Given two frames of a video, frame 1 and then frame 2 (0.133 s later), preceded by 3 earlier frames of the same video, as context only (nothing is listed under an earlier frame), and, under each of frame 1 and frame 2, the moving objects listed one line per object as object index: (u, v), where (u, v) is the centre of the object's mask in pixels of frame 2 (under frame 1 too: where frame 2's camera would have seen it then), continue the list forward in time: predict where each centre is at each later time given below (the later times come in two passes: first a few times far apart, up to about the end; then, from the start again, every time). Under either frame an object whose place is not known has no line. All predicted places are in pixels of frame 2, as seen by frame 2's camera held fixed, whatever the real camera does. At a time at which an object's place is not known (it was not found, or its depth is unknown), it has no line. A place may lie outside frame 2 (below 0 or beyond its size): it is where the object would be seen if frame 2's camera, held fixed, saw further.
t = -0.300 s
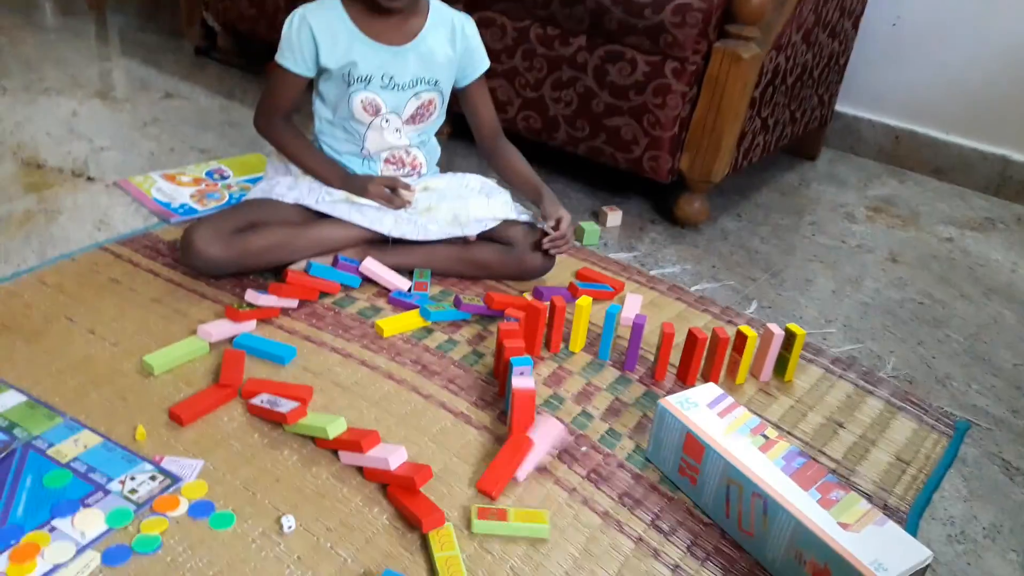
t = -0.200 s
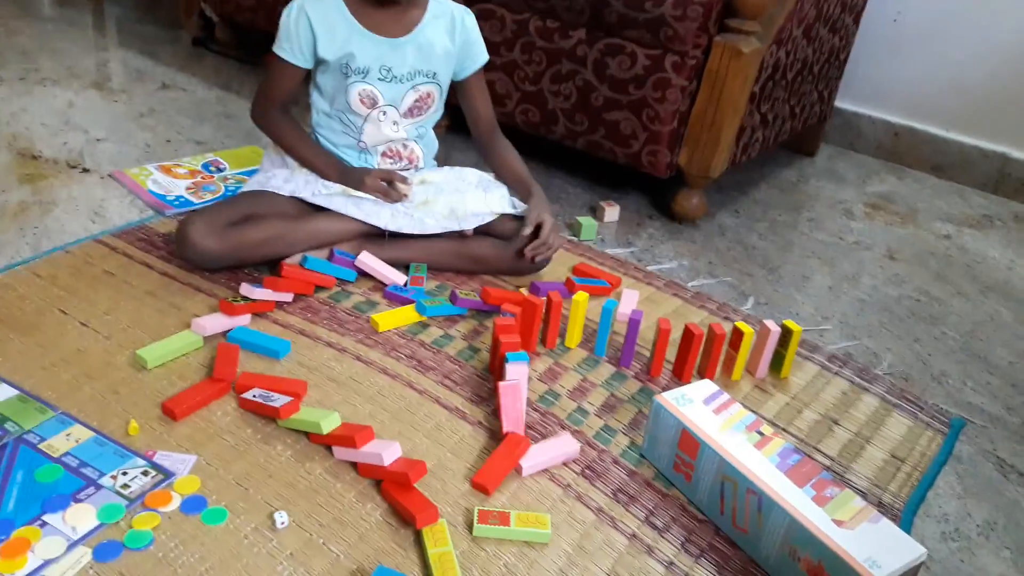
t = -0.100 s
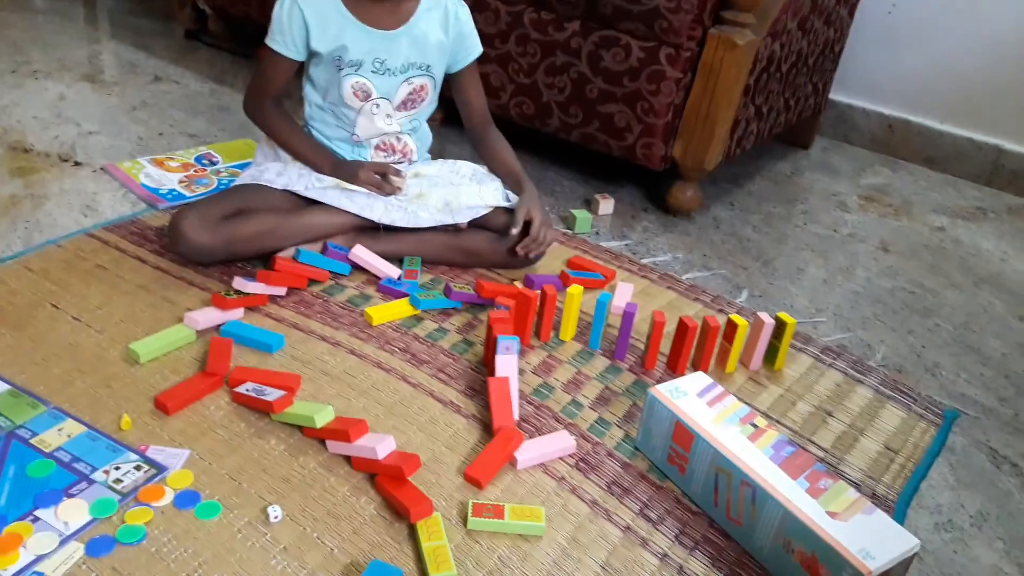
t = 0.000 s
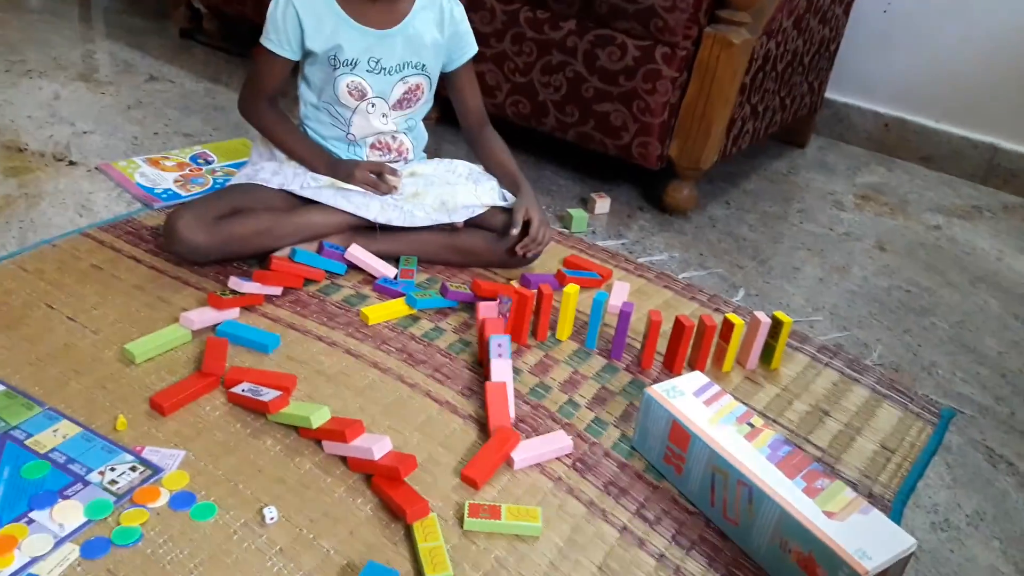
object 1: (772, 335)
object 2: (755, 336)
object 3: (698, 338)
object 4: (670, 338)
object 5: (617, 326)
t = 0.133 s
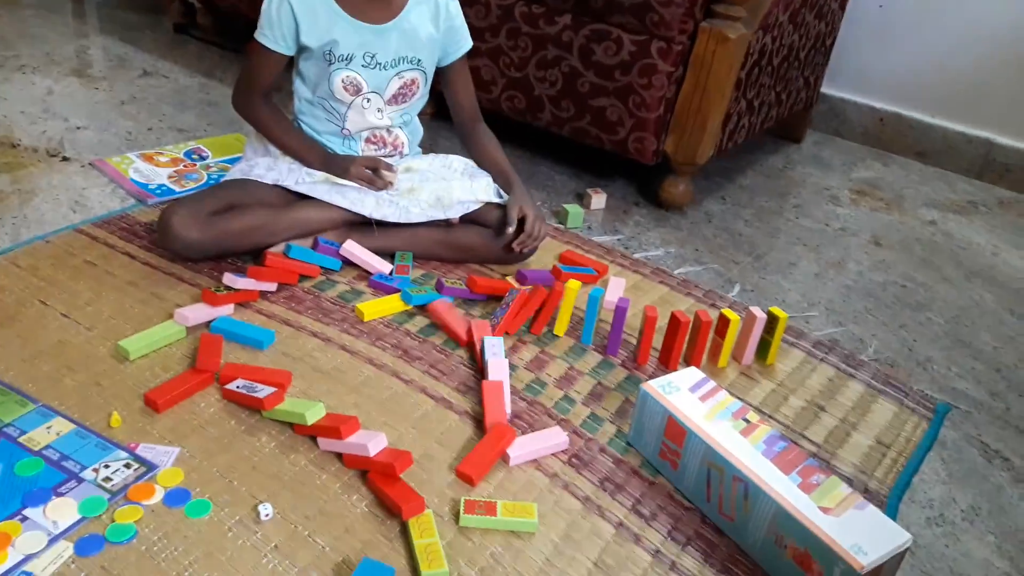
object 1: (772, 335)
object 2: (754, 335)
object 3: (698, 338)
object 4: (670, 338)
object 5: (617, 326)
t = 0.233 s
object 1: (772, 335)
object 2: (754, 335)
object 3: (698, 339)
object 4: (670, 338)
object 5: (619, 327)
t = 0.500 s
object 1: (782, 333)
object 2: (763, 335)
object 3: (728, 342)
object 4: (707, 340)
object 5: (636, 367)
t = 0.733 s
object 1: (826, 356)
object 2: (776, 346)
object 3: (729, 351)
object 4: (710, 349)
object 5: (634, 368)
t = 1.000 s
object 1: (827, 356)
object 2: (774, 348)
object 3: (722, 353)
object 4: (683, 362)
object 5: (634, 368)
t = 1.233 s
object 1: (827, 355)
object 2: (778, 346)
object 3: (727, 369)
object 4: (682, 361)
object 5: (632, 368)
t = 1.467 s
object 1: (827, 356)
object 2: (778, 345)
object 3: (726, 371)
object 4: (681, 362)
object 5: (633, 368)
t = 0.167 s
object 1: (772, 335)
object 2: (754, 335)
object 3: (698, 338)
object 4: (670, 338)
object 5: (617, 326)
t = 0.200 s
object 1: (772, 335)
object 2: (754, 336)
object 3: (698, 338)
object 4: (670, 337)
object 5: (617, 326)
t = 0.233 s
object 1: (772, 335)
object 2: (754, 335)
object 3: (698, 339)
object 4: (670, 338)
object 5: (619, 327)
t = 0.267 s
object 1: (772, 335)
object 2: (754, 335)
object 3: (698, 338)
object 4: (670, 338)
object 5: (624, 331)
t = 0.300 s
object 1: (772, 335)
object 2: (754, 335)
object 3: (698, 339)
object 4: (671, 339)
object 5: (628, 337)
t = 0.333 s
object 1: (772, 335)
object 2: (754, 336)
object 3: (699, 340)
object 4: (675, 341)
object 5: (642, 349)
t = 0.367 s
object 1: (772, 335)
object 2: (754, 335)
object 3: (703, 339)
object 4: (681, 339)
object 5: (633, 361)
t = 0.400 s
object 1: (772, 335)
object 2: (754, 336)
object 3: (710, 340)
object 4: (692, 333)
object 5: (634, 362)
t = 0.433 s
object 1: (772, 335)
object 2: (754, 335)
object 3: (715, 341)
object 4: (699, 335)
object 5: (635, 365)
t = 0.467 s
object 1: (774, 337)
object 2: (758, 334)
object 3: (723, 341)
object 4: (704, 336)
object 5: (635, 366)
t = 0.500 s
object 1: (782, 333)
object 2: (763, 335)
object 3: (728, 342)
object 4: (707, 340)
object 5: (636, 367)
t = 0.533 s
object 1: (791, 338)
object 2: (771, 336)
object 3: (731, 345)
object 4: (712, 341)
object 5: (635, 367)
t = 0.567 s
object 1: (799, 348)
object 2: (776, 339)
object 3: (734, 347)
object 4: (712, 342)
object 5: (635, 367)
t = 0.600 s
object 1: (807, 349)
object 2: (778, 340)
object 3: (734, 347)
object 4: (713, 342)
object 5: (635, 367)
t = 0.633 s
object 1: (814, 348)
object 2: (778, 341)
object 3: (728, 352)
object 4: (713, 344)
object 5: (634, 367)
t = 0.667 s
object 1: (821, 352)
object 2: (778, 342)
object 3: (729, 352)
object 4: (712, 345)
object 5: (634, 368)
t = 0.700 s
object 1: (825, 355)
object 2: (776, 345)
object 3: (729, 351)
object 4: (711, 347)
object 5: (634, 368)
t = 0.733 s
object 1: (826, 356)
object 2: (776, 346)
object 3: (729, 351)
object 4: (710, 349)
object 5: (634, 368)
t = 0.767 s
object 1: (827, 355)
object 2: (776, 347)
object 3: (730, 351)
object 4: (710, 351)
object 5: (634, 367)
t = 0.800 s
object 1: (827, 356)
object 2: (776, 347)
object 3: (729, 351)
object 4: (708, 355)
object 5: (634, 368)
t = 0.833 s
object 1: (827, 355)
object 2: (776, 347)
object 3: (733, 347)
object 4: (703, 358)
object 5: (634, 368)
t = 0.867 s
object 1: (827, 356)
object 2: (775, 347)
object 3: (731, 348)
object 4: (701, 360)
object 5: (634, 368)
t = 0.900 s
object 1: (827, 356)
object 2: (775, 347)
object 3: (716, 354)
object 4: (696, 361)
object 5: (634, 368)
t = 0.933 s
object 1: (827, 356)
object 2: (775, 348)
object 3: (715, 353)
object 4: (685, 361)
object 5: (634, 368)
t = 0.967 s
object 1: (827, 355)
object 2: (774, 348)
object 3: (718, 353)
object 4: (685, 362)
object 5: (634, 368)
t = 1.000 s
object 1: (827, 356)
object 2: (774, 348)
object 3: (722, 353)
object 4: (683, 362)
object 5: (634, 368)
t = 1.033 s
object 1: (827, 355)
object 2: (776, 347)
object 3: (722, 354)
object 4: (683, 362)
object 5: (633, 368)
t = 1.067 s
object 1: (827, 355)
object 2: (776, 347)
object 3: (721, 356)
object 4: (683, 361)
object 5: (633, 368)
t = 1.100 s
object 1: (827, 355)
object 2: (777, 346)
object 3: (722, 358)
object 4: (682, 361)
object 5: (633, 368)
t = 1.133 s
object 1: (827, 356)
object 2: (776, 347)
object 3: (722, 361)
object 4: (682, 361)
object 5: (633, 368)
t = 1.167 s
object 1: (827, 356)
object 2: (777, 346)
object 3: (724, 364)
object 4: (682, 361)
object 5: (633, 368)
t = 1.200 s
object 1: (827, 355)
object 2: (777, 346)
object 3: (725, 366)
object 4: (681, 361)
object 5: (633, 368)
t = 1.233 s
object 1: (827, 355)
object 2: (778, 346)
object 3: (727, 369)
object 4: (682, 361)
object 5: (632, 368)
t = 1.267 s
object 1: (827, 356)
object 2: (777, 346)
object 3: (727, 370)
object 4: (681, 361)
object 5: (633, 368)
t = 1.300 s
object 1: (827, 356)
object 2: (777, 346)
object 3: (727, 371)
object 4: (681, 361)
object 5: (633, 368)
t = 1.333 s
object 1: (827, 356)
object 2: (778, 345)
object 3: (726, 371)
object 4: (681, 361)
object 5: (633, 368)
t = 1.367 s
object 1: (828, 356)
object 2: (777, 346)
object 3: (727, 371)
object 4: (680, 361)
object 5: (632, 367)
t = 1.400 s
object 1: (827, 356)
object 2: (777, 346)
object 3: (727, 371)
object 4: (681, 362)
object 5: (633, 368)
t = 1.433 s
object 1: (827, 356)
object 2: (778, 345)
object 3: (726, 371)
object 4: (681, 362)
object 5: (633, 368)
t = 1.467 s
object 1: (827, 356)
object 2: (778, 345)
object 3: (726, 371)
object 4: (681, 362)
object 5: (633, 368)
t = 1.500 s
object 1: (827, 356)
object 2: (778, 345)
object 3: (726, 371)
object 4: (681, 362)
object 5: (633, 369)
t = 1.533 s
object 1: (827, 356)
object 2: (778, 345)
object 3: (726, 371)
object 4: (681, 362)
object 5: (633, 369)
